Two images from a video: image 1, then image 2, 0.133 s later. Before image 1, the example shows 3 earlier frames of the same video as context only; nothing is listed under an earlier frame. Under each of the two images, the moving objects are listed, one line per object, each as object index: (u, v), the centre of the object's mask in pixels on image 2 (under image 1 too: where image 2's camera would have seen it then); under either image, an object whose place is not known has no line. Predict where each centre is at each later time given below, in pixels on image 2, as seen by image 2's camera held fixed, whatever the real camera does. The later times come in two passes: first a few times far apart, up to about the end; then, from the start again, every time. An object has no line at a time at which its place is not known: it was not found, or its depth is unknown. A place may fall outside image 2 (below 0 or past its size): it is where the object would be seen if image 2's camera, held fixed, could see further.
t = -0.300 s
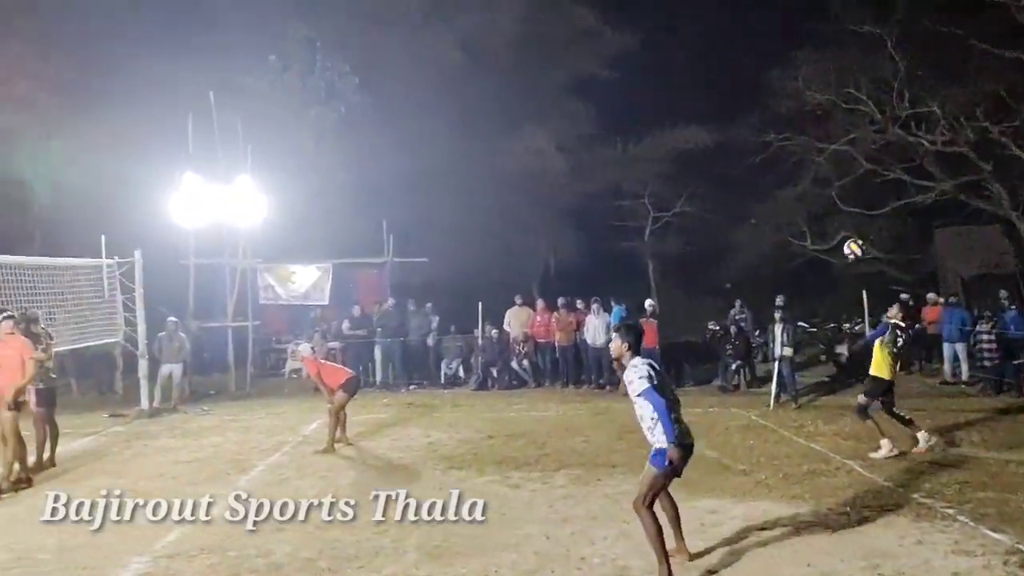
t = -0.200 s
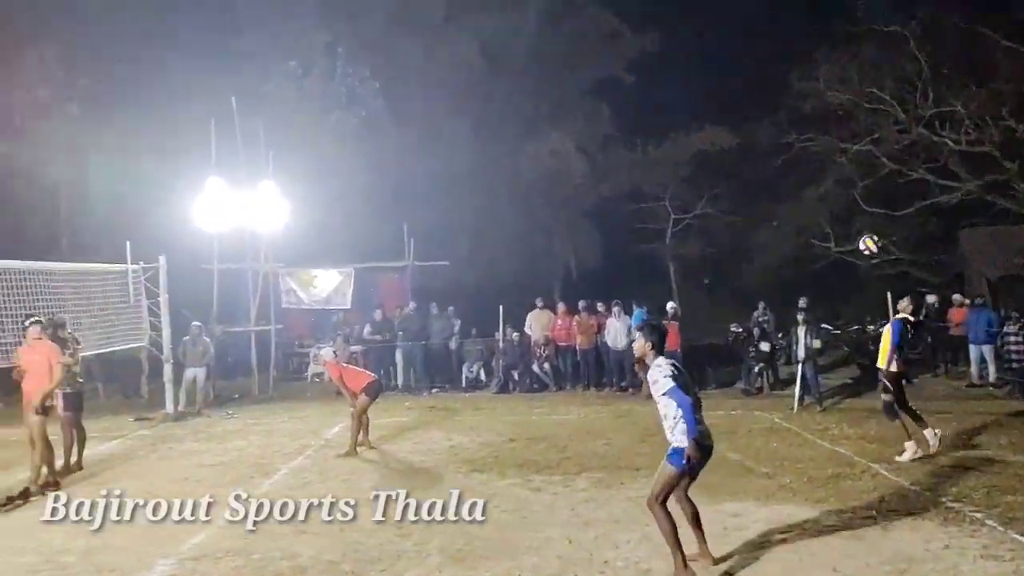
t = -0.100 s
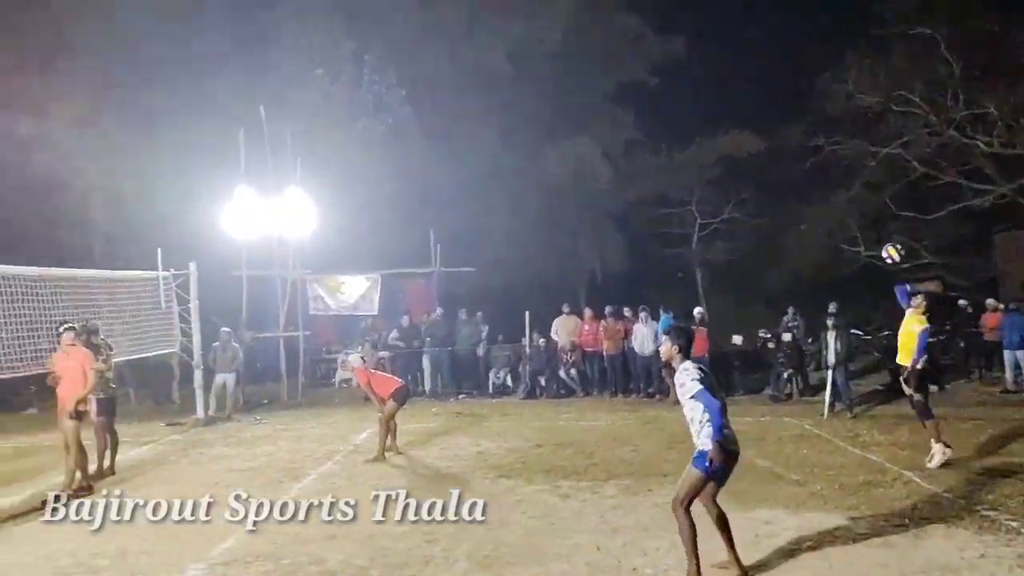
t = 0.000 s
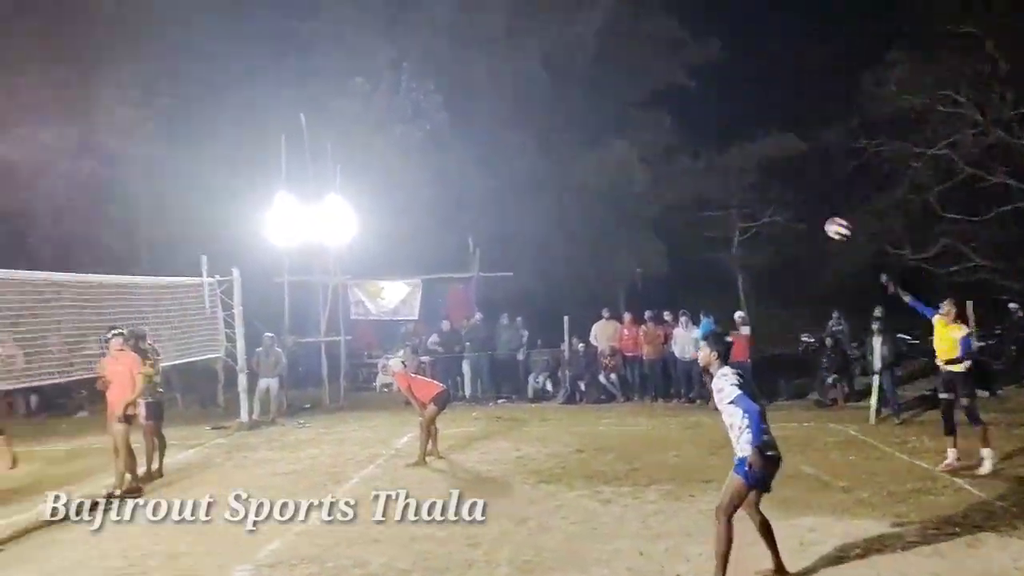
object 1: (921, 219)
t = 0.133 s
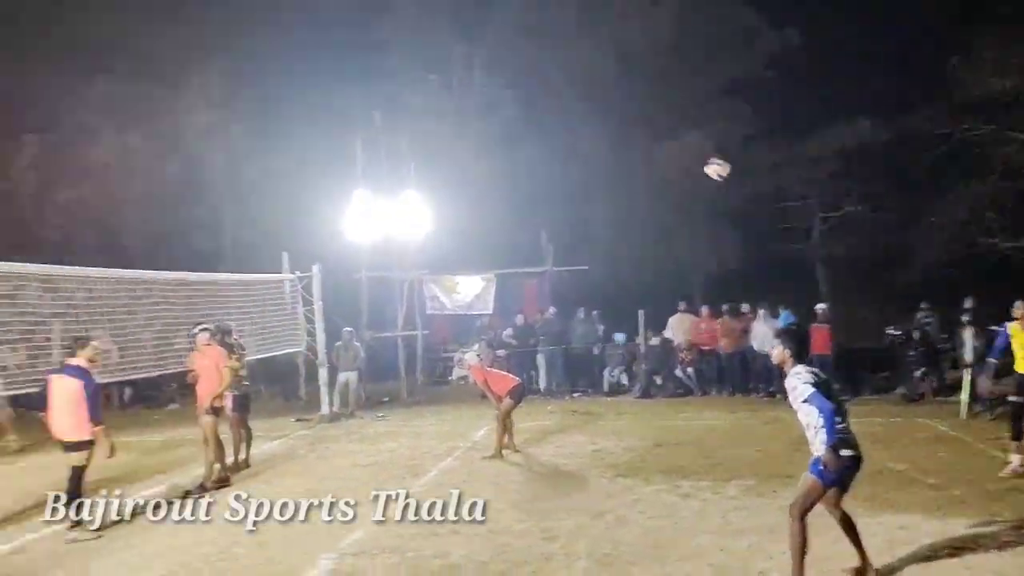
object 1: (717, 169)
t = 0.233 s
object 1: (565, 145)
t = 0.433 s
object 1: (267, 134)
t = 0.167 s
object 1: (667, 160)
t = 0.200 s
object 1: (616, 152)
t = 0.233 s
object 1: (565, 145)
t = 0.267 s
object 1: (515, 140)
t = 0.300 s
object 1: (465, 136)
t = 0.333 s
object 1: (414, 133)
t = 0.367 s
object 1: (365, 133)
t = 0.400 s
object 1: (316, 132)
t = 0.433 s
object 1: (267, 134)
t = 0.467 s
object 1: (220, 136)
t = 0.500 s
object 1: (170, 141)
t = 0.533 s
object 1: (122, 146)
